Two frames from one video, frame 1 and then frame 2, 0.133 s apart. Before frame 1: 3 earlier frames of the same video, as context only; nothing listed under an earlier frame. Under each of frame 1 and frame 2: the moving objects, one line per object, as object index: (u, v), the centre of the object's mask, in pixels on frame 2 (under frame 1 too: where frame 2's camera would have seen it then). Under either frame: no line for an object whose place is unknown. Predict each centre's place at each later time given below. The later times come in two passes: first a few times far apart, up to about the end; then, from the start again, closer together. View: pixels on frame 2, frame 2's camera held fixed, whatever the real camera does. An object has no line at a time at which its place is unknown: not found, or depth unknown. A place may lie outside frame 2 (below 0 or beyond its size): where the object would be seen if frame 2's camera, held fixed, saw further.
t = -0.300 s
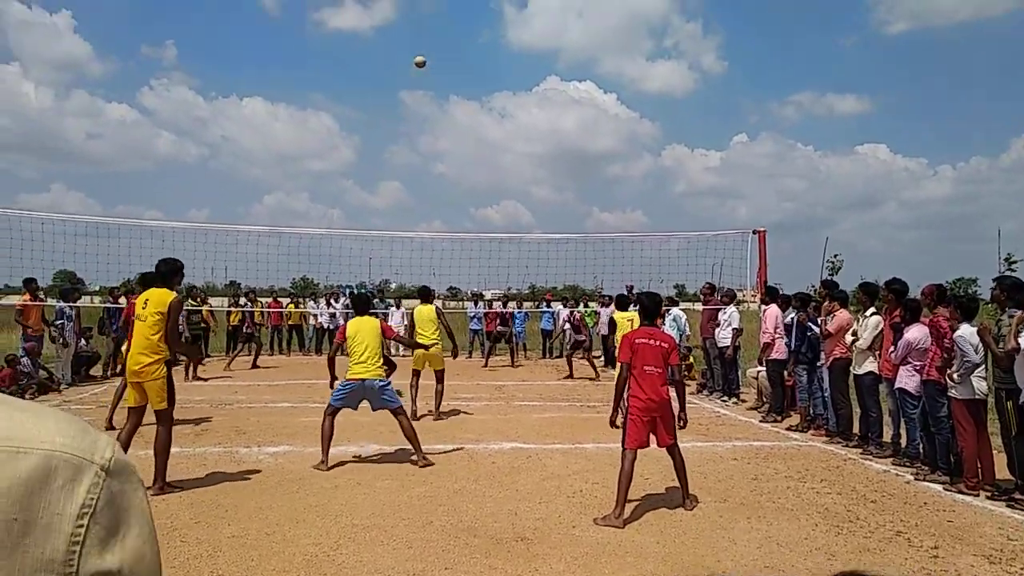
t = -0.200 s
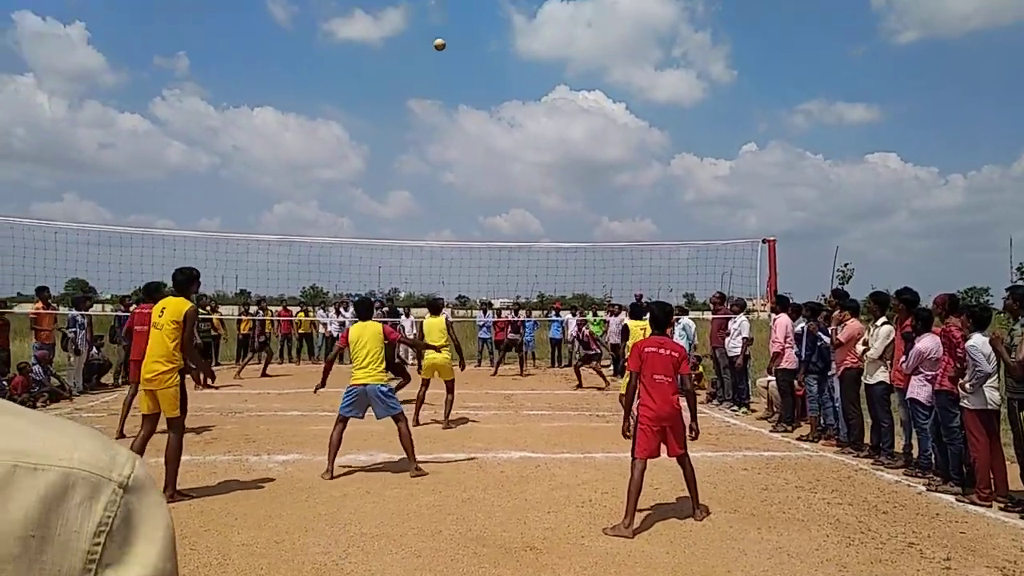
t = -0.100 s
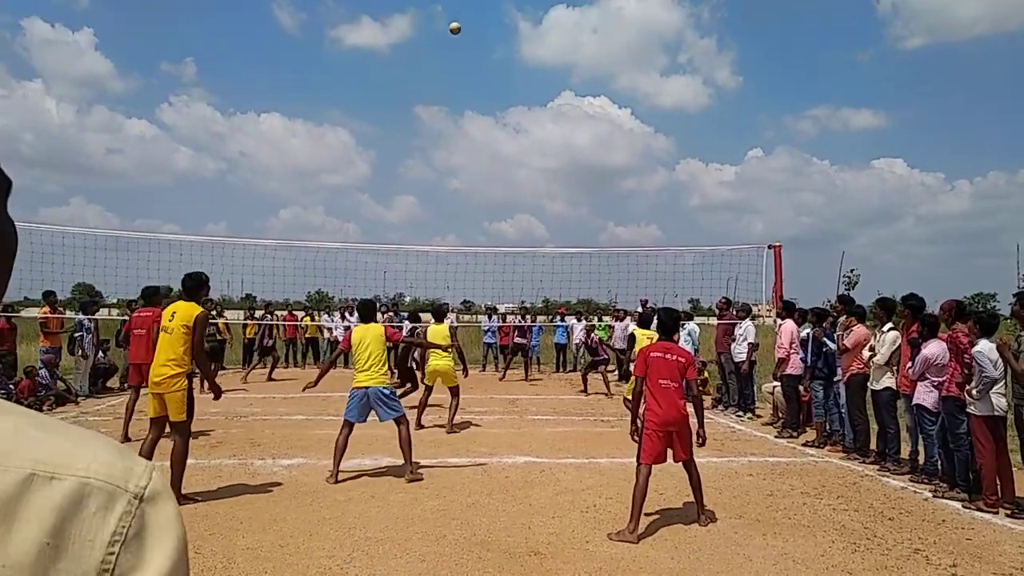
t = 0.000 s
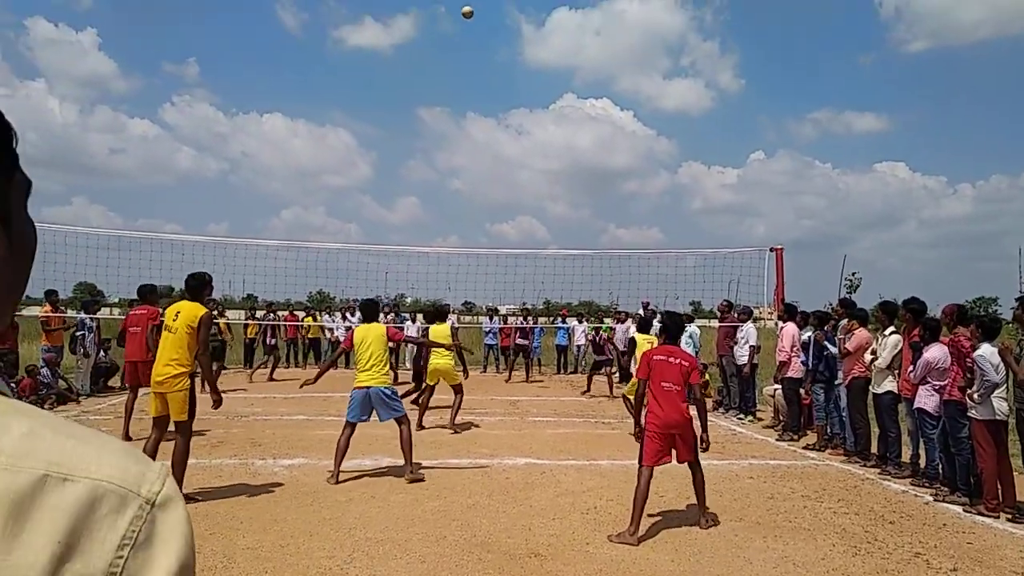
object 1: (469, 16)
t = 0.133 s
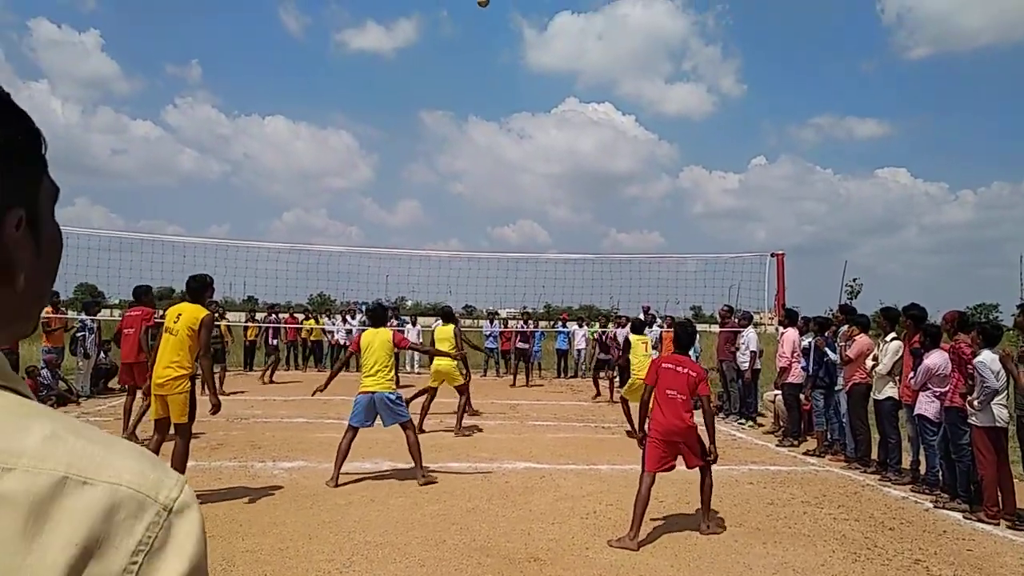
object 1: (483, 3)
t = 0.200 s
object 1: (489, 0)
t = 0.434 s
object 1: (512, 2)
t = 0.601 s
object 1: (528, 24)
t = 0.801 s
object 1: (547, 76)
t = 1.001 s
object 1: (565, 154)
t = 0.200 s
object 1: (489, 0)
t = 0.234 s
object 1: (492, -1)
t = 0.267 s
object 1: (495, -1)
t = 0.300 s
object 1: (498, -1)
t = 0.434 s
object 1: (512, 2)
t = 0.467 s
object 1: (515, 4)
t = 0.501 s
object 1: (518, 7)
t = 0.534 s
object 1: (522, 13)
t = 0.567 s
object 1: (525, 18)
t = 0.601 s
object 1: (528, 24)
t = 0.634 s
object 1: (531, 31)
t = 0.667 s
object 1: (534, 38)
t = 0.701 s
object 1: (538, 46)
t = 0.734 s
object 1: (541, 55)
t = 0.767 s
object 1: (544, 65)
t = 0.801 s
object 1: (547, 76)
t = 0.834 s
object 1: (550, 87)
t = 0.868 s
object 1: (553, 99)
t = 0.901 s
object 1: (556, 111)
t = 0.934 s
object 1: (559, 125)
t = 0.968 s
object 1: (562, 139)
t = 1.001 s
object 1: (565, 154)
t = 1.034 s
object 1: (568, 170)
